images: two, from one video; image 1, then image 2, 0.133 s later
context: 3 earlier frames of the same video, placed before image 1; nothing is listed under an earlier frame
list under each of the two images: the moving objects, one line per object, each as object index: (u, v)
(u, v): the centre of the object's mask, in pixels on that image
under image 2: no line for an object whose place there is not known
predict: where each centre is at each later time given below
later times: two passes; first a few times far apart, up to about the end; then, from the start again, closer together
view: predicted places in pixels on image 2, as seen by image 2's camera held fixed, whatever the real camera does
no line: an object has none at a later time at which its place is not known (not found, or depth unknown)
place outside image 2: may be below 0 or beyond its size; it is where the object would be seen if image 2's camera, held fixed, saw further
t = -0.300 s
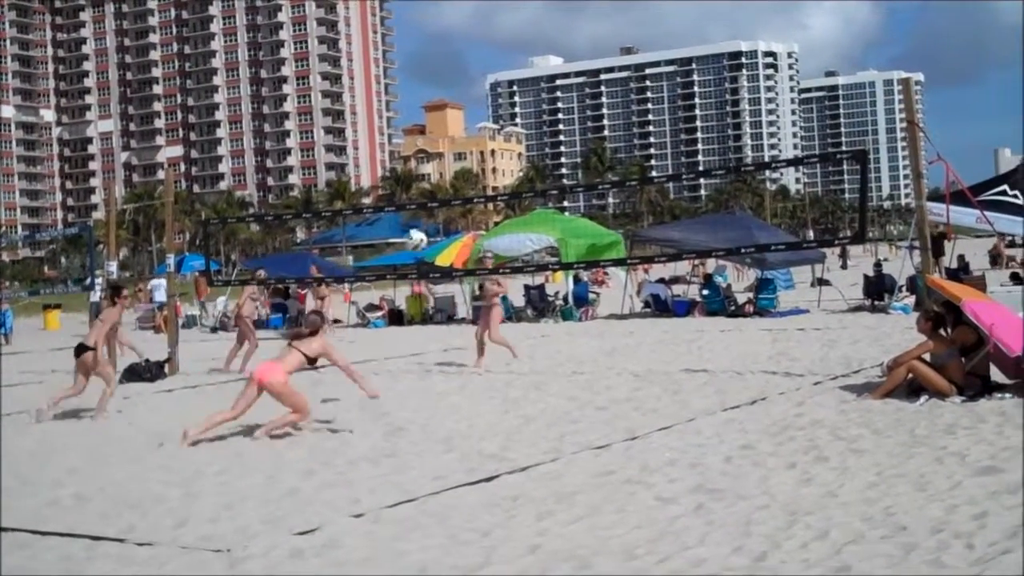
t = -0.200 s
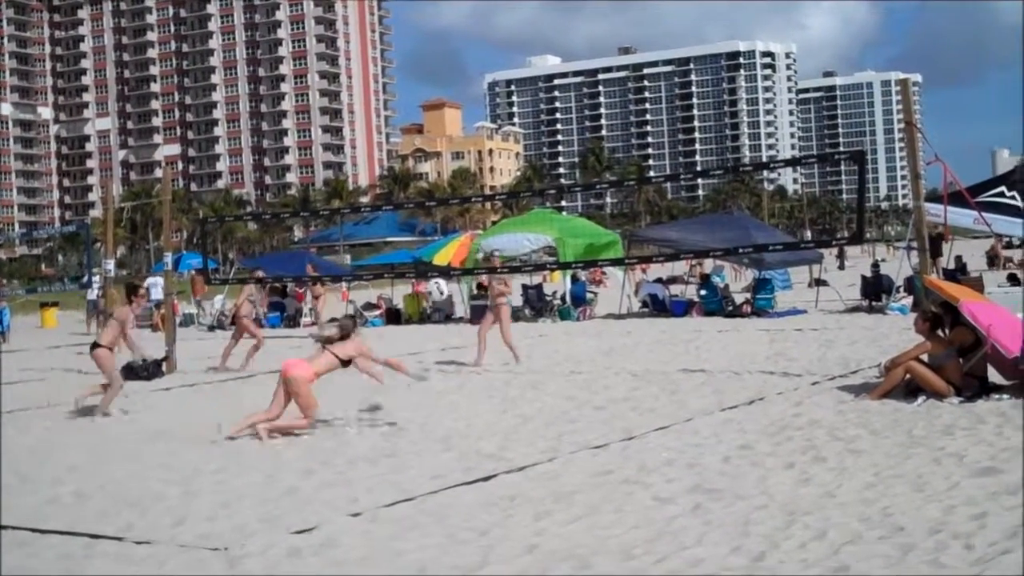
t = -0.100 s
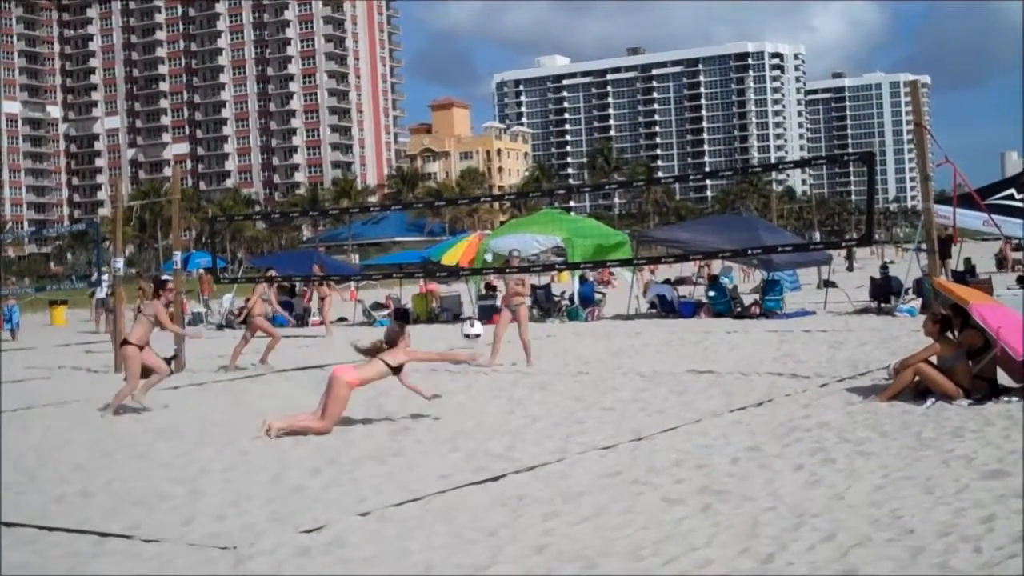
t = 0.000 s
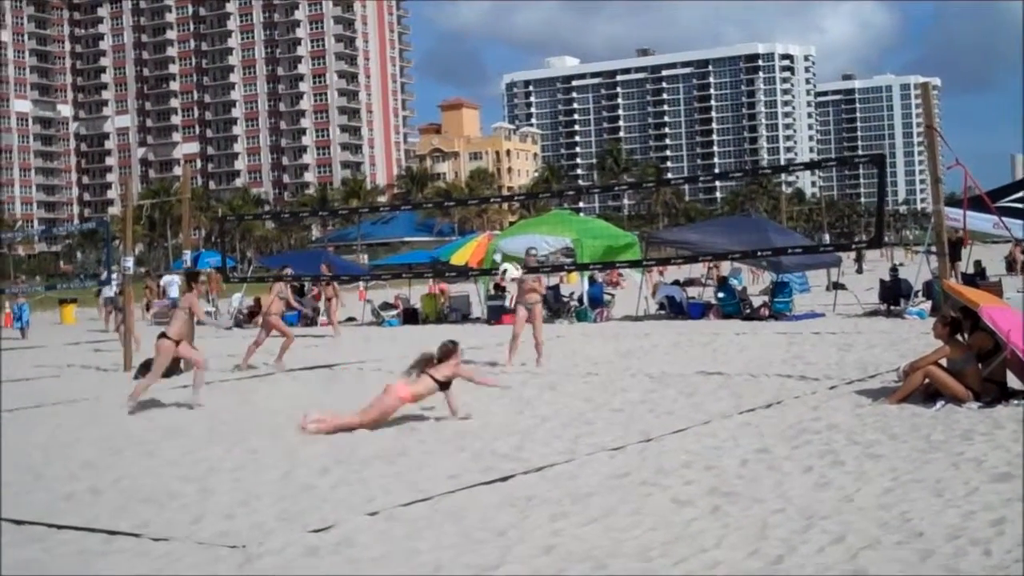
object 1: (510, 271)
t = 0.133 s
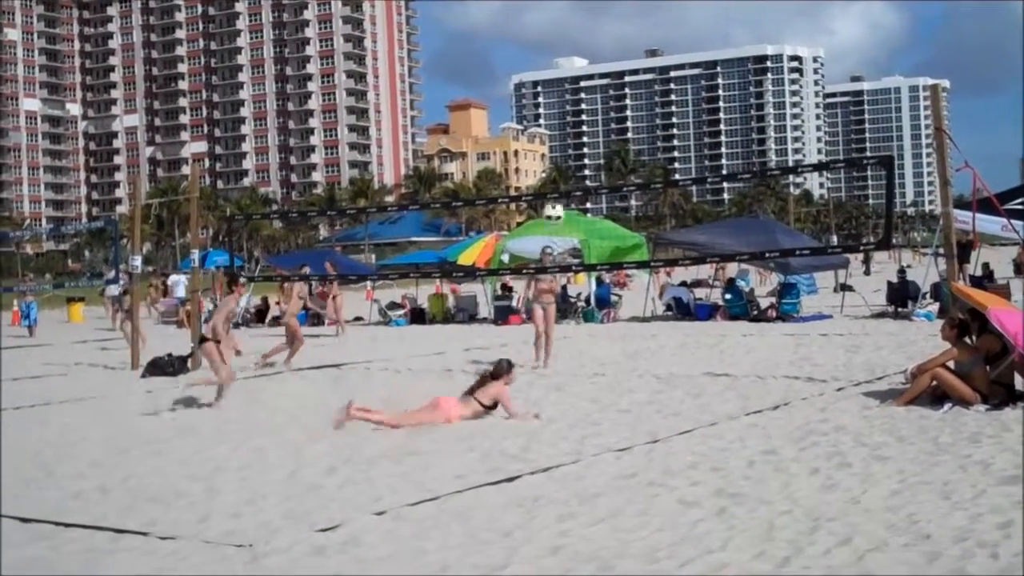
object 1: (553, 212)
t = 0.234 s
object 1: (579, 182)
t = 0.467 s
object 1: (636, 147)
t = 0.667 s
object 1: (683, 157)
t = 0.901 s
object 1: (733, 213)
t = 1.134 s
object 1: (765, 288)
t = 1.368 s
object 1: (782, 371)
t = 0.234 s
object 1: (579, 182)
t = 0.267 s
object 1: (589, 173)
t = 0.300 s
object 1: (597, 166)
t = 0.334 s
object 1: (605, 160)
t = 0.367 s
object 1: (612, 156)
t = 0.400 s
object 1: (621, 151)
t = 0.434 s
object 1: (629, 149)
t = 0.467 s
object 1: (636, 147)
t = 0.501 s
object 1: (645, 147)
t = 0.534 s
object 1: (653, 147)
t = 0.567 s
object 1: (659, 147)
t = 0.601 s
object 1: (667, 151)
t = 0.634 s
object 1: (675, 153)
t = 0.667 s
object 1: (683, 157)
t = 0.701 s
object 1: (689, 163)
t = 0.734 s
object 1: (698, 167)
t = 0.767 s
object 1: (705, 175)
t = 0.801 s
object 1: (712, 184)
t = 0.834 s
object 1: (719, 193)
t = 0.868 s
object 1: (726, 201)
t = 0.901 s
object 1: (733, 213)
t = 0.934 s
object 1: (739, 224)
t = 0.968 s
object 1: (747, 236)
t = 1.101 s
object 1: (763, 278)
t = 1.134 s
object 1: (765, 288)
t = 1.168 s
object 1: (767, 302)
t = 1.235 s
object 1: (771, 328)
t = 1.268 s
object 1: (773, 344)
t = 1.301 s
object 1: (776, 358)
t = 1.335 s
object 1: (780, 376)
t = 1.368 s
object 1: (782, 371)
